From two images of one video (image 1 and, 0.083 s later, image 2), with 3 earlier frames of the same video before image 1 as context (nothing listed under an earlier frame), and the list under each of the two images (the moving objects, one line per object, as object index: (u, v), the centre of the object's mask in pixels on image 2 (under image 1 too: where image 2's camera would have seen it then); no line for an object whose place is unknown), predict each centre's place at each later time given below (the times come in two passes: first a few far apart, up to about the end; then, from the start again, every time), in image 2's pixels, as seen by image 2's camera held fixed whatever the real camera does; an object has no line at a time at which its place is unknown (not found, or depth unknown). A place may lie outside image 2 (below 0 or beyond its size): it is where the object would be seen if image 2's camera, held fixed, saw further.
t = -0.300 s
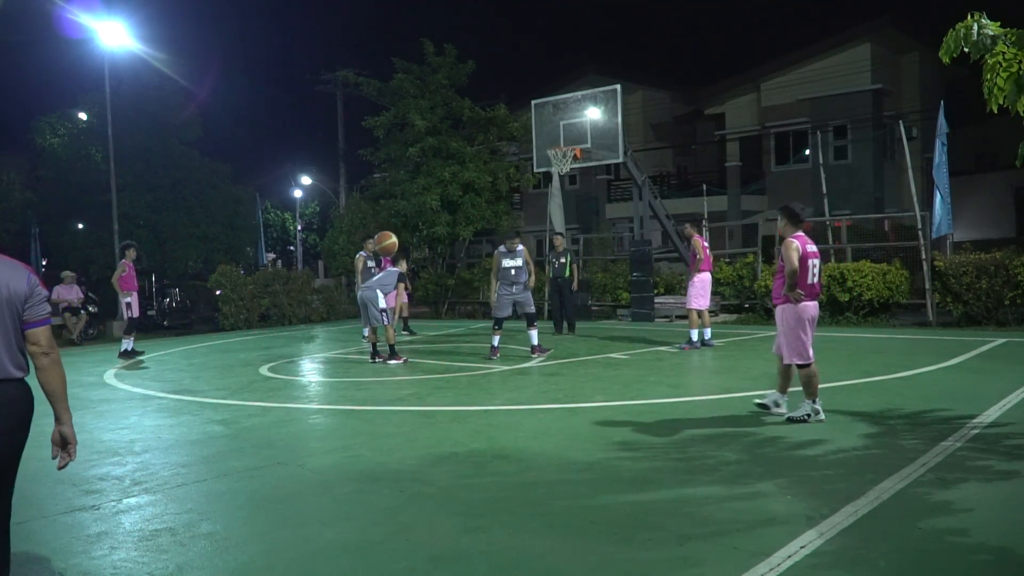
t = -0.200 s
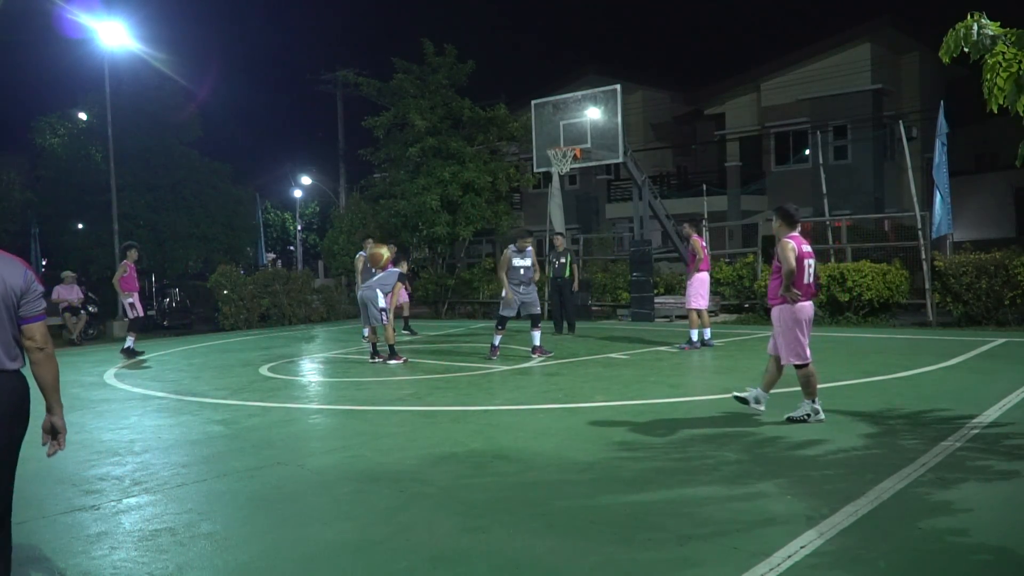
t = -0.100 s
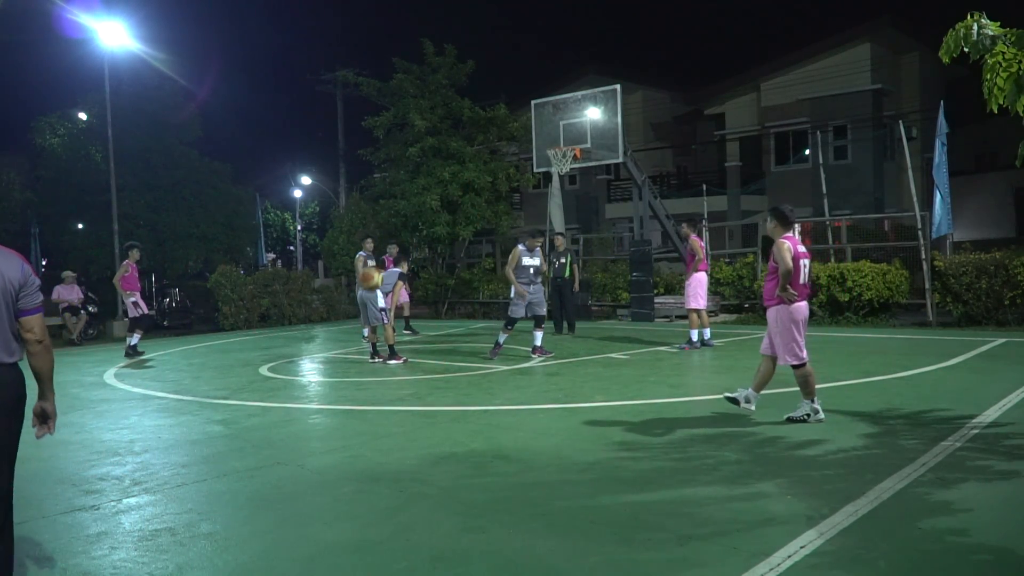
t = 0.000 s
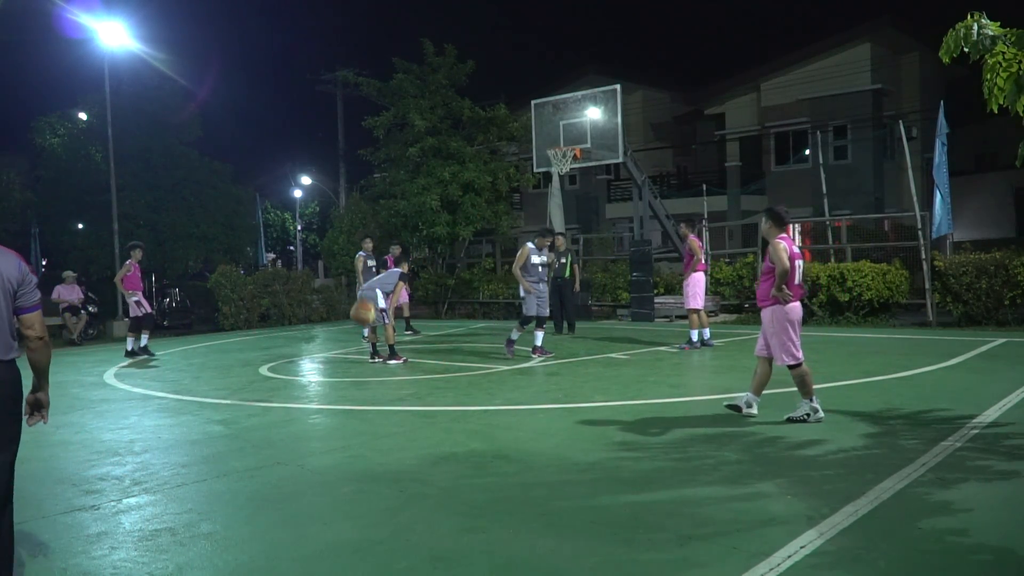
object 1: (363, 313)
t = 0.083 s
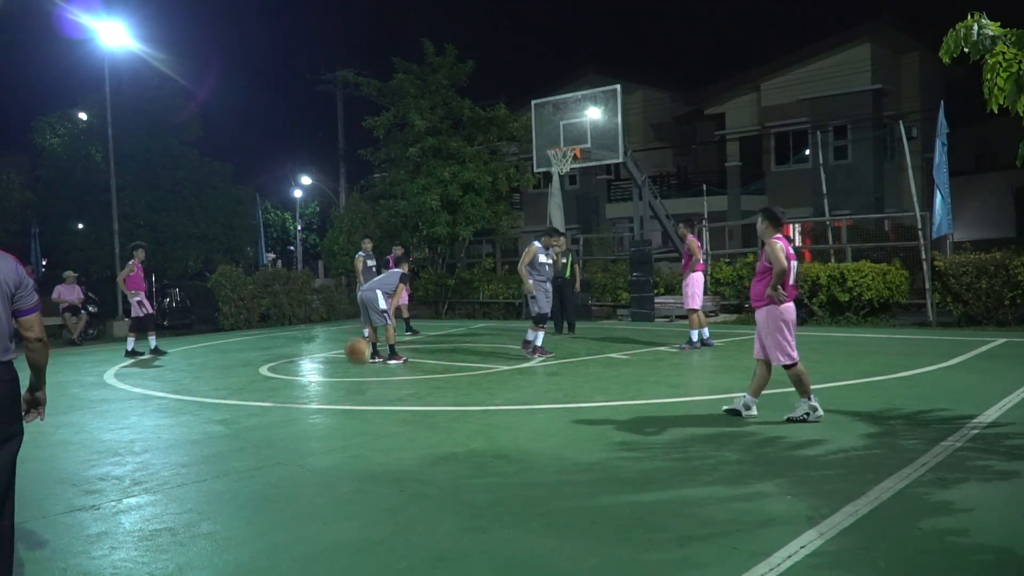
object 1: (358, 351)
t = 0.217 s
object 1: (346, 376)
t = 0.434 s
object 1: (319, 315)
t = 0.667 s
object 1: (291, 304)
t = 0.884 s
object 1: (265, 351)
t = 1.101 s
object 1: (238, 400)
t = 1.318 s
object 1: (203, 353)
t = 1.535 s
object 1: (167, 366)
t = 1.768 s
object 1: (129, 452)
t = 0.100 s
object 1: (356, 360)
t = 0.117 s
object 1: (356, 368)
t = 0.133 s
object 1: (355, 376)
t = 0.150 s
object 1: (353, 387)
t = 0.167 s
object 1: (352, 395)
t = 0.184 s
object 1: (350, 390)
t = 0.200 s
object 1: (348, 383)
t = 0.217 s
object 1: (346, 376)
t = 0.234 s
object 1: (344, 370)
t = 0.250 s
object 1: (342, 363)
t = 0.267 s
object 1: (340, 358)
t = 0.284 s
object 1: (337, 353)
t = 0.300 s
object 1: (335, 347)
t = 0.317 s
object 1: (333, 342)
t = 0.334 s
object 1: (330, 337)
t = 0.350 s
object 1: (328, 333)
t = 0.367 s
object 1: (327, 328)
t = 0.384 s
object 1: (325, 325)
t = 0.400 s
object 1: (323, 321)
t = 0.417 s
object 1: (321, 318)
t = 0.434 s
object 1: (319, 315)
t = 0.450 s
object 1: (317, 312)
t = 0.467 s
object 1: (315, 310)
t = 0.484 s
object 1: (313, 308)
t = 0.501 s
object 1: (311, 307)
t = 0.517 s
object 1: (309, 305)
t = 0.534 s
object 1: (307, 304)
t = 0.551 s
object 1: (305, 302)
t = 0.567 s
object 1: (302, 301)
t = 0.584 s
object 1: (301, 301)
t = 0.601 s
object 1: (298, 301)
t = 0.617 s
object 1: (297, 302)
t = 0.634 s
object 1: (295, 302)
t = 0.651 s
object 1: (293, 302)
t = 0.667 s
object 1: (291, 304)
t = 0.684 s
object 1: (289, 305)
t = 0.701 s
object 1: (286, 307)
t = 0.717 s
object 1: (284, 310)
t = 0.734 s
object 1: (283, 312)
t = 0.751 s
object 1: (281, 314)
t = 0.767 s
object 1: (278, 318)
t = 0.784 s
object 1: (277, 322)
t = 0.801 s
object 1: (274, 326)
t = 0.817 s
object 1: (272, 330)
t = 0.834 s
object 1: (271, 335)
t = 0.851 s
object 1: (269, 340)
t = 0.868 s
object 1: (267, 346)
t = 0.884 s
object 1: (265, 351)
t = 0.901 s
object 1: (263, 358)
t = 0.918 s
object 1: (261, 364)
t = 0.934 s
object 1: (259, 371)
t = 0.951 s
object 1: (258, 379)
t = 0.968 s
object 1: (255, 386)
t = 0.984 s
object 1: (254, 394)
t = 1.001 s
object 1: (252, 403)
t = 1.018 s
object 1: (250, 412)
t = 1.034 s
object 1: (248, 421)
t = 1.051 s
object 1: (246, 419)
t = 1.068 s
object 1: (243, 412)
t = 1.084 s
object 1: (241, 406)
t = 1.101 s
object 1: (238, 400)
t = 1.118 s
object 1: (235, 395)
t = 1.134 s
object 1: (232, 389)
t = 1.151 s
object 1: (230, 385)
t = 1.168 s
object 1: (227, 380)
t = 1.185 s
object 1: (225, 375)
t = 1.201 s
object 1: (222, 371)
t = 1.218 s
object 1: (219, 368)
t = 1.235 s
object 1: (217, 365)
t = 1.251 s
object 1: (214, 362)
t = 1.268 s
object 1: (211, 359)
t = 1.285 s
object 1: (208, 357)
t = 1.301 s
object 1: (205, 355)
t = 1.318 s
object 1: (203, 353)
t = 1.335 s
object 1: (200, 352)
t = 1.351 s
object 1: (197, 351)
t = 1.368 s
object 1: (195, 350)
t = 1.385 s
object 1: (192, 350)
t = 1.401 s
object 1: (189, 350)
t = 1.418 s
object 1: (187, 350)
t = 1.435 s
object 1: (184, 352)
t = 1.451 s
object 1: (181, 353)
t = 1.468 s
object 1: (178, 355)
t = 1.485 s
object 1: (176, 357)
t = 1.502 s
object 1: (173, 359)
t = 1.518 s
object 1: (170, 362)
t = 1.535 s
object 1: (167, 366)
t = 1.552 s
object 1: (165, 369)
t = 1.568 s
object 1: (162, 373)
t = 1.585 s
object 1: (159, 378)
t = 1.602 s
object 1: (157, 383)
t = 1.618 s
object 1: (154, 388)
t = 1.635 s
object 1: (151, 394)
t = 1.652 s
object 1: (148, 400)
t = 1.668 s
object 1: (146, 407)
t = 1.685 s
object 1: (143, 414)
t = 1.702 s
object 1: (140, 422)
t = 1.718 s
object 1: (138, 430)
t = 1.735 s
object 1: (135, 438)
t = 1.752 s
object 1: (132, 447)
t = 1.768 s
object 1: (129, 452)
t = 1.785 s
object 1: (126, 446)
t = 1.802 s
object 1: (123, 440)
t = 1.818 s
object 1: (120, 434)
